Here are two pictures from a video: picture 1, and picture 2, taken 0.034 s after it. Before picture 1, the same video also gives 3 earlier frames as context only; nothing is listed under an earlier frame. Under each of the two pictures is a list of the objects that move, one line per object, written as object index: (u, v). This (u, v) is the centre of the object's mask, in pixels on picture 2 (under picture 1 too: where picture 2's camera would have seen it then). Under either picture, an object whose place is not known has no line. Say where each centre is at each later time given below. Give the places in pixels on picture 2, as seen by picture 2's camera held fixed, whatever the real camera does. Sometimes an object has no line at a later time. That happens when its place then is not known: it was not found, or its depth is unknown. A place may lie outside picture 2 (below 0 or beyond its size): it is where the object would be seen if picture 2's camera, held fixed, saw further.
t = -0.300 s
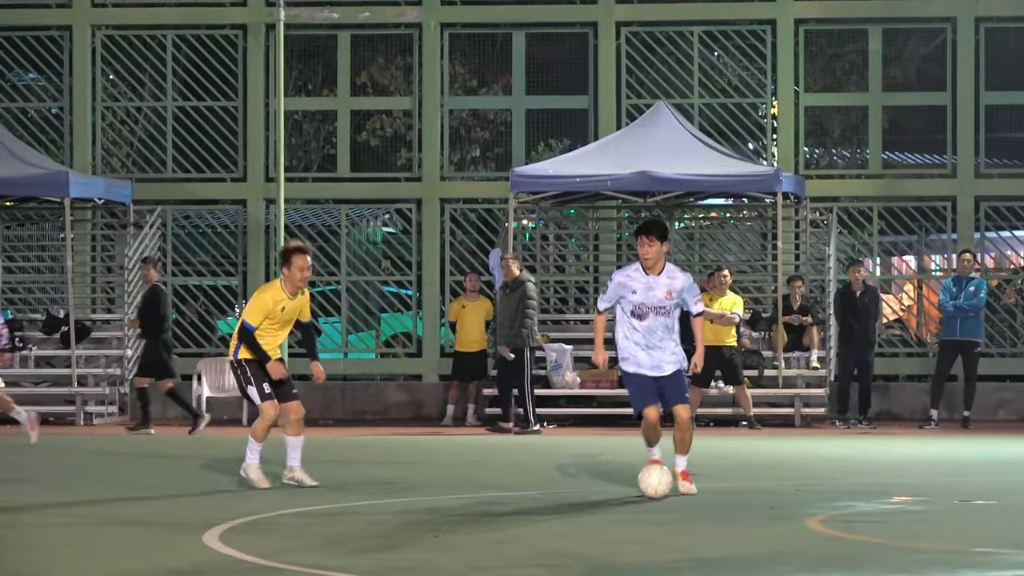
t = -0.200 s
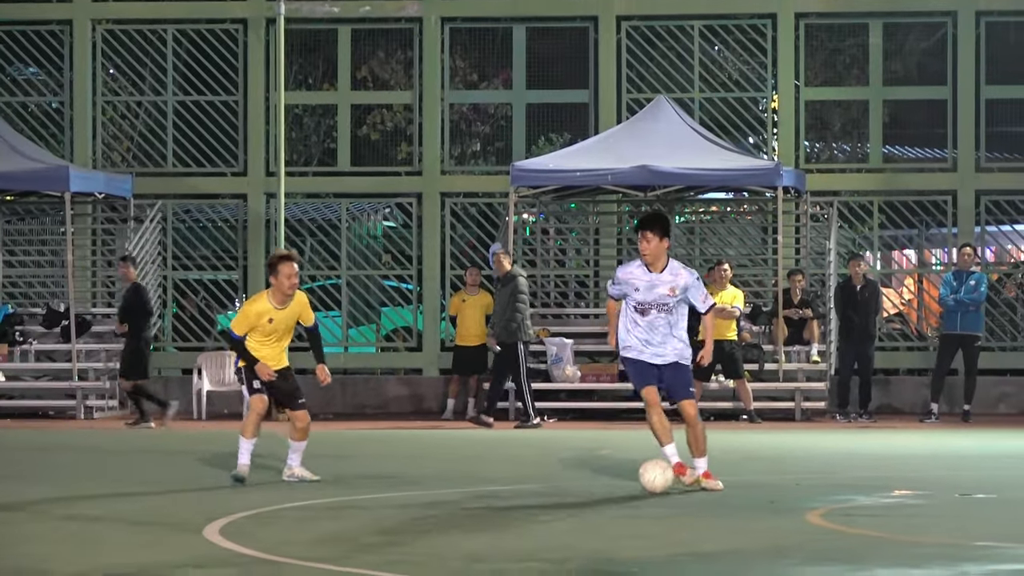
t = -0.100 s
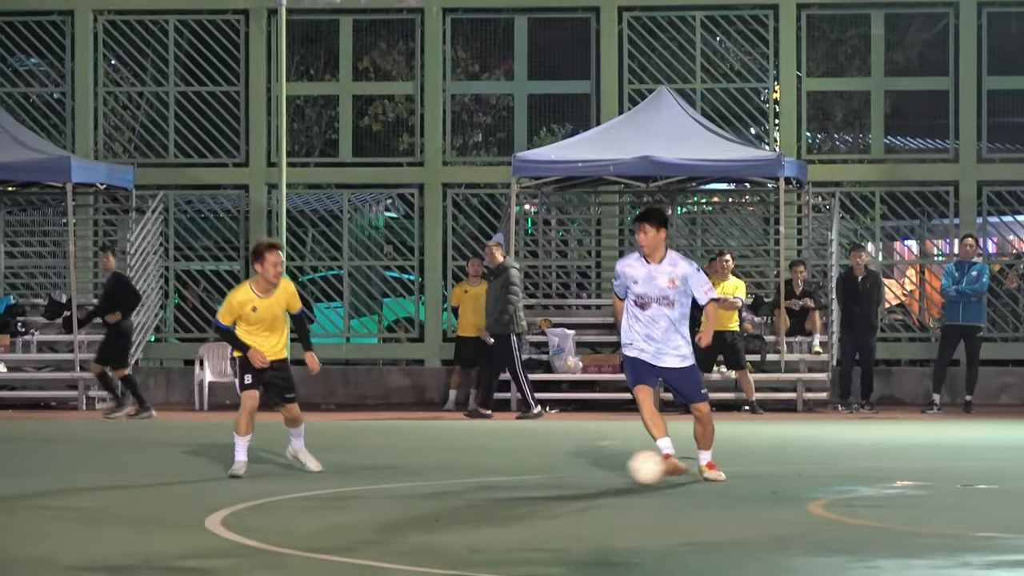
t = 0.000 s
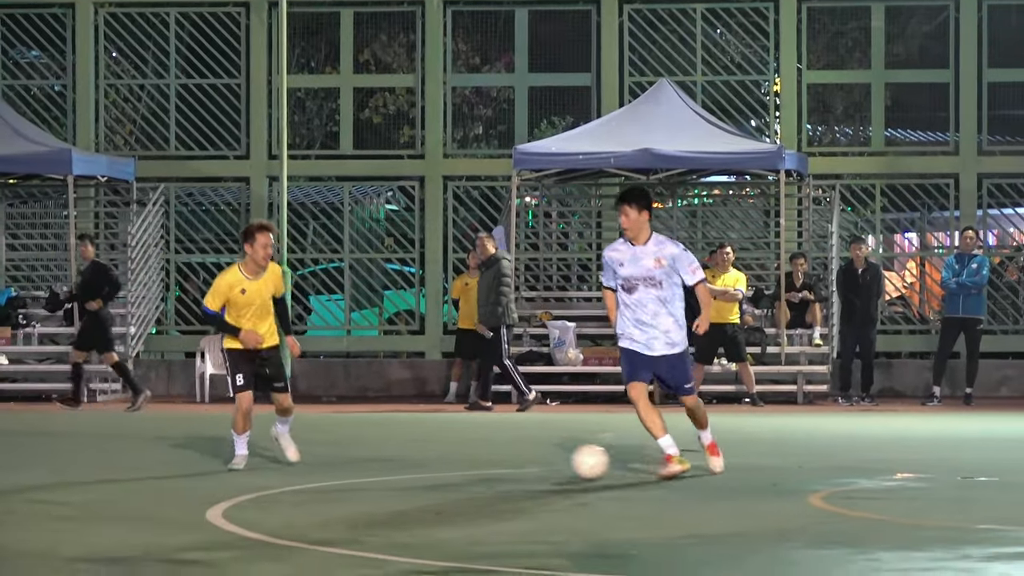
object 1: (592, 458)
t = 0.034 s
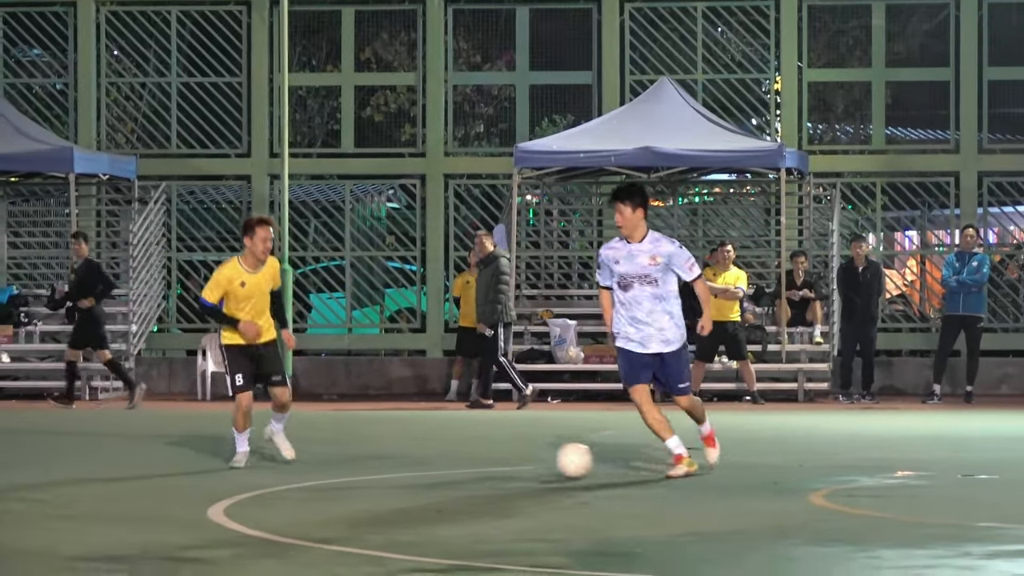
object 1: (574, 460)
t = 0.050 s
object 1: (566, 460)
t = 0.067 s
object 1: (557, 461)
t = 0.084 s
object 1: (550, 462)
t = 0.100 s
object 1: (542, 463)
